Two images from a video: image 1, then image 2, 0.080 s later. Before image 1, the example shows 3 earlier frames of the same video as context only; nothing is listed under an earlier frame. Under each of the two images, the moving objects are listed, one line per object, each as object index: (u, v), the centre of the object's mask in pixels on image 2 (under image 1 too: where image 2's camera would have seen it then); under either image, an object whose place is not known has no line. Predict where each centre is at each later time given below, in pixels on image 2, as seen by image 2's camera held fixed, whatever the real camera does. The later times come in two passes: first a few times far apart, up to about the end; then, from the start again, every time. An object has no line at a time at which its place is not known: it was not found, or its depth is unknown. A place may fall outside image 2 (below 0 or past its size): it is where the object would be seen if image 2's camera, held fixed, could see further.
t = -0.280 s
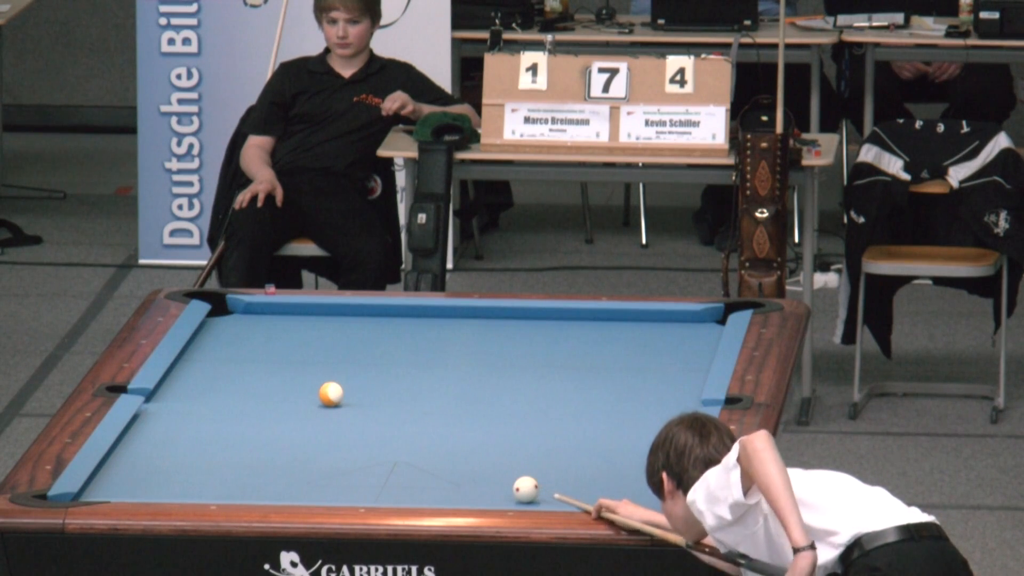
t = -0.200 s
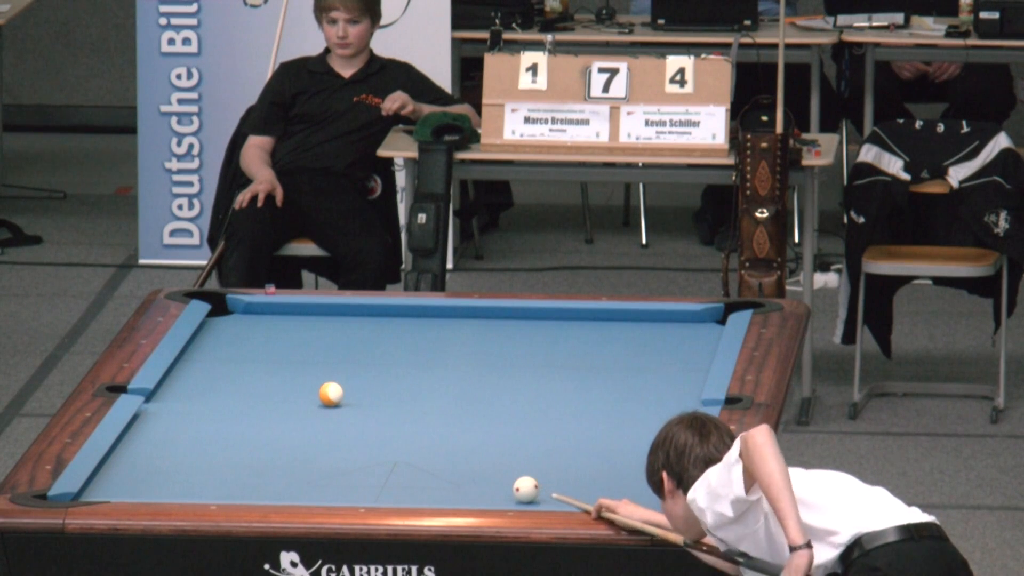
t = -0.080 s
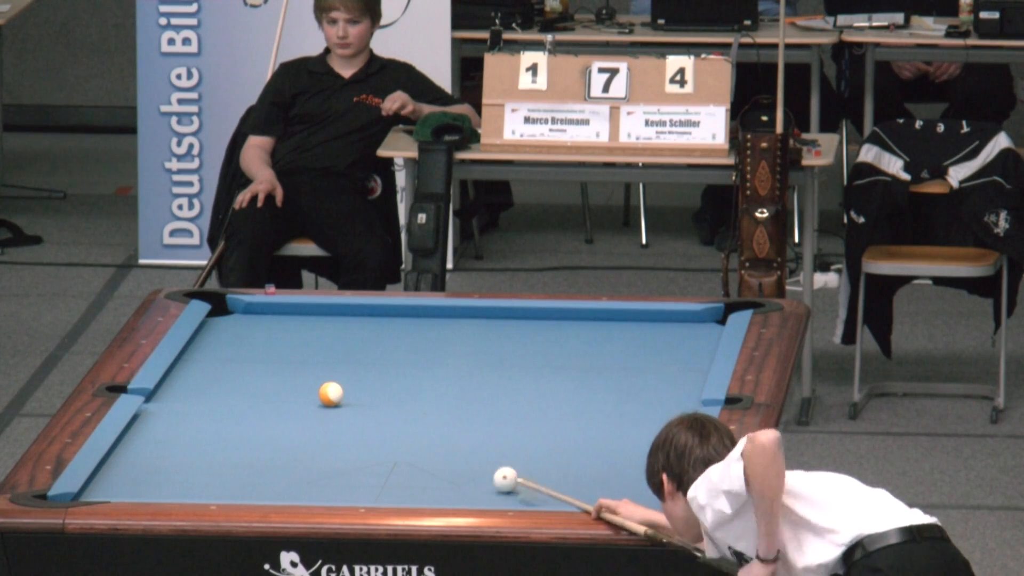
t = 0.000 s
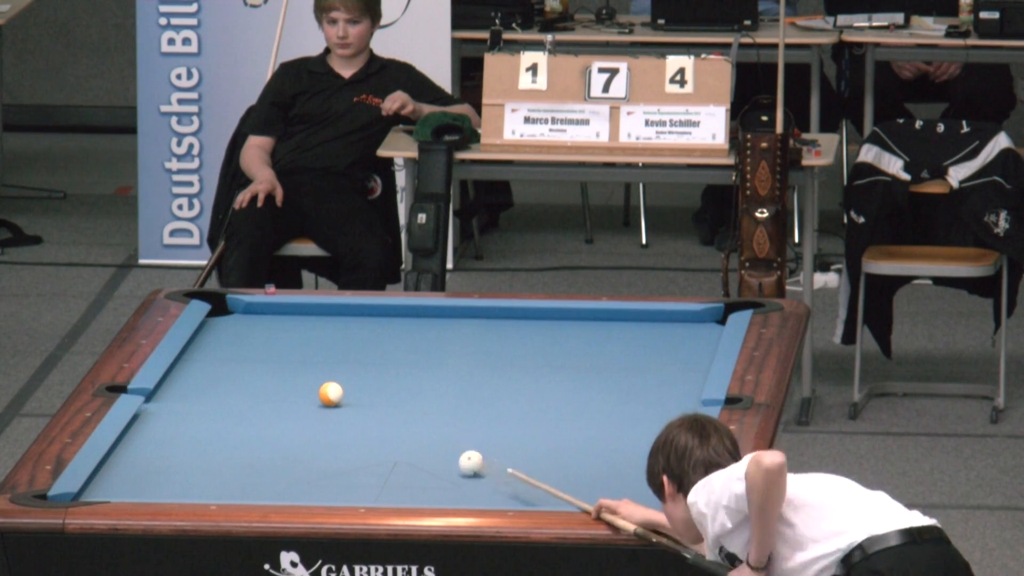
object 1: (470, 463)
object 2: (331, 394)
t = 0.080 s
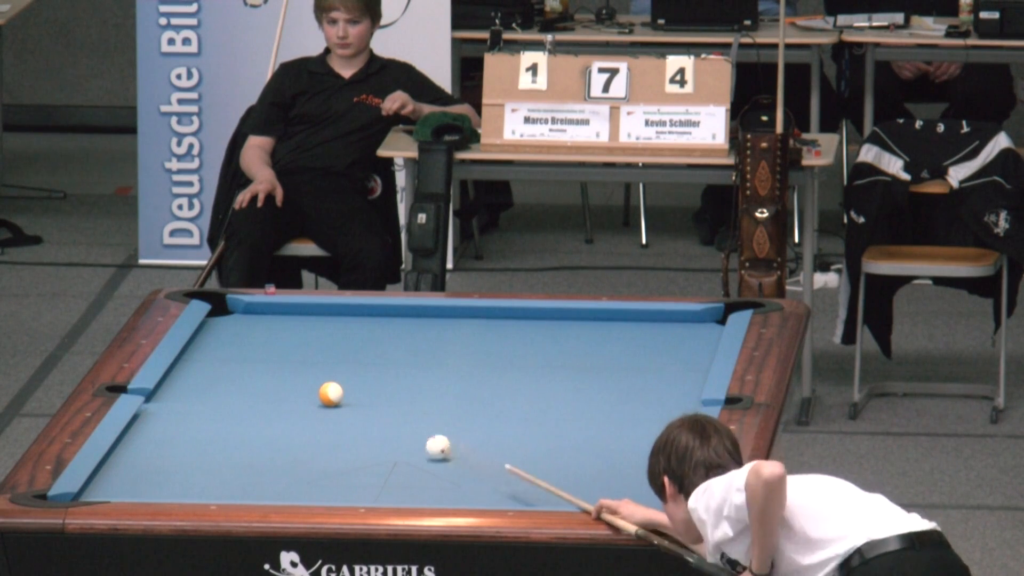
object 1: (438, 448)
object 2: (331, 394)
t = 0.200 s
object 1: (390, 424)
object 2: (331, 394)
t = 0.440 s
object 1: (319, 397)
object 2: (310, 377)
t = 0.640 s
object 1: (281, 391)
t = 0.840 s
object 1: (242, 383)
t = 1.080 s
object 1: (198, 373)
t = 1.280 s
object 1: (192, 367)
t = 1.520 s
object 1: (218, 362)
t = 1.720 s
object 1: (239, 358)
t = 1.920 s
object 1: (259, 354)
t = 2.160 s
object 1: (281, 351)
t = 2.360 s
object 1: (298, 347)
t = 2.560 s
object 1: (314, 345)
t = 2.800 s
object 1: (331, 341)
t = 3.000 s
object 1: (345, 339)
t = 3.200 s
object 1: (357, 336)
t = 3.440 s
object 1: (371, 334)
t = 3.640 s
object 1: (381, 332)
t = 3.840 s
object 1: (390, 330)
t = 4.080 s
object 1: (400, 329)
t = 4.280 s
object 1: (407, 327)
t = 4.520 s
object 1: (413, 326)
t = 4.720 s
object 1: (418, 325)
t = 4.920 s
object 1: (422, 324)
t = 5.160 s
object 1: (425, 324)
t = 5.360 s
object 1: (426, 324)
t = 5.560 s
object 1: (426, 324)
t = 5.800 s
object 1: (426, 324)
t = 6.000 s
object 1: (426, 324)
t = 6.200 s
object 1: (426, 324)
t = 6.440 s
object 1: (426, 324)
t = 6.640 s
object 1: (426, 324)
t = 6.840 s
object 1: (426, 324)
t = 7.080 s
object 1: (426, 324)
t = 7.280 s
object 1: (426, 324)
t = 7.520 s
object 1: (426, 324)
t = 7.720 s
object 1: (426, 324)
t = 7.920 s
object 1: (426, 324)
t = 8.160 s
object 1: (426, 324)
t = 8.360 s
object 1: (426, 324)
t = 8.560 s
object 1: (426, 324)
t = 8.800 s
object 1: (426, 324)
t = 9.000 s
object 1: (426, 324)
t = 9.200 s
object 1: (426, 324)
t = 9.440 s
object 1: (426, 324)
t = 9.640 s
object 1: (426, 324)
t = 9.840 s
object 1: (426, 324)
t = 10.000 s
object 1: (426, 324)
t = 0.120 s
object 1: (423, 440)
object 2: (331, 394)
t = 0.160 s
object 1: (406, 432)
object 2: (331, 394)
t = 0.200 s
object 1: (390, 424)
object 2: (331, 394)
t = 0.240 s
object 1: (374, 417)
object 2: (331, 394)
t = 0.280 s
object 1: (359, 410)
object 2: (331, 394)
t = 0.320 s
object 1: (344, 403)
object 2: (328, 393)
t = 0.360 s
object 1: (333, 399)
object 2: (323, 386)
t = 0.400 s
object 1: (326, 398)
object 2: (317, 382)
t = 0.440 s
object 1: (319, 397)
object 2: (310, 377)
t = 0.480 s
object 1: (312, 397)
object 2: (303, 372)
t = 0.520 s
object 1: (305, 396)
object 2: (296, 366)
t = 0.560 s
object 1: (297, 394)
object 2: (289, 361)
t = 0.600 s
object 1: (289, 392)
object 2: (283, 355)
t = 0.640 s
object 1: (281, 391)
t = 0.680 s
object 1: (273, 389)
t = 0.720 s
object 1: (265, 387)
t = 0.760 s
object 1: (258, 386)
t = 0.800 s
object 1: (250, 384)
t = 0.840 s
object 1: (242, 383)
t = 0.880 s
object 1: (235, 381)
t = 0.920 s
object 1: (227, 379)
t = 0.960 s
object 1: (220, 378)
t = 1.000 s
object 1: (213, 376)
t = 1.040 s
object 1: (205, 374)
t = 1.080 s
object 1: (198, 373)
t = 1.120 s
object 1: (191, 372)
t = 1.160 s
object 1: (183, 370)
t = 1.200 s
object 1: (182, 369)
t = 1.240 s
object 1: (187, 368)
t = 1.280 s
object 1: (192, 367)
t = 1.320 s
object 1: (197, 366)
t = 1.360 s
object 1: (201, 365)
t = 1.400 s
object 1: (205, 365)
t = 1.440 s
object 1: (210, 364)
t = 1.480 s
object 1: (214, 363)
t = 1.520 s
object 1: (218, 362)
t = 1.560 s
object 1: (223, 361)
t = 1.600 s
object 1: (227, 361)
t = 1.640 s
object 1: (231, 360)
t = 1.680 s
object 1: (236, 359)
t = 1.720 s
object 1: (239, 358)
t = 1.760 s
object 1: (244, 357)
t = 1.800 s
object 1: (248, 357)
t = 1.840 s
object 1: (252, 356)
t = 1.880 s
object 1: (256, 355)
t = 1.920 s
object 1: (259, 354)
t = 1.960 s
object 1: (263, 354)
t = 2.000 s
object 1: (267, 353)
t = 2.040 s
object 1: (270, 352)
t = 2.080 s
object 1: (274, 352)
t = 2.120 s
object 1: (278, 351)
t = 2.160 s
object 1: (281, 351)
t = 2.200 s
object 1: (284, 350)
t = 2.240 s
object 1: (288, 349)
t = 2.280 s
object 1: (291, 348)
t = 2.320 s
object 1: (295, 348)
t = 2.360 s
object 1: (298, 347)
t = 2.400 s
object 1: (301, 347)
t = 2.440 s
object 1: (305, 346)
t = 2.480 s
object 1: (308, 346)
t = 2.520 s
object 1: (311, 345)
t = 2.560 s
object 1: (314, 345)
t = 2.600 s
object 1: (317, 344)
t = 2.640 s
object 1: (320, 343)
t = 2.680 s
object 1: (323, 343)
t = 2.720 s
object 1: (326, 342)
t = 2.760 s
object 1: (329, 342)
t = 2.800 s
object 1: (331, 341)
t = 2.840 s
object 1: (334, 341)
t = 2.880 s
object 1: (337, 340)
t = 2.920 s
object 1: (340, 340)
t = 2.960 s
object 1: (342, 339)
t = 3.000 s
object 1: (345, 339)
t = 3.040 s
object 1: (347, 338)
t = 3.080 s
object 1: (350, 338)
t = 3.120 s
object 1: (352, 338)
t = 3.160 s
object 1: (355, 337)
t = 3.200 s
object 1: (357, 336)
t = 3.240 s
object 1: (360, 336)
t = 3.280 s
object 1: (362, 335)
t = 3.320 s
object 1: (364, 335)
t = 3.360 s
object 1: (367, 335)
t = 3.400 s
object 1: (369, 334)
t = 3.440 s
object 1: (371, 334)
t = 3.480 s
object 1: (373, 334)
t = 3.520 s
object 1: (375, 333)
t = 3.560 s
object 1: (377, 333)
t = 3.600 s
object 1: (379, 333)
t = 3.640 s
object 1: (381, 332)
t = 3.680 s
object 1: (383, 332)
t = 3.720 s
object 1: (385, 332)
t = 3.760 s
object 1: (387, 331)
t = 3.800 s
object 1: (389, 331)
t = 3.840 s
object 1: (390, 330)
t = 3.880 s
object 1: (392, 330)
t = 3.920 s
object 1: (394, 330)
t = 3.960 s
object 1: (395, 330)
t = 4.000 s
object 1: (397, 329)
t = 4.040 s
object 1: (398, 329)
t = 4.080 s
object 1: (400, 329)
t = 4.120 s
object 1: (401, 329)
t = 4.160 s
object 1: (403, 329)
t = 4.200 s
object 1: (404, 328)
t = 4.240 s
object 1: (405, 328)
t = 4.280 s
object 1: (407, 327)
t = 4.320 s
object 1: (408, 327)
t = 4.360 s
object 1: (409, 327)
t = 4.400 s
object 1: (410, 327)
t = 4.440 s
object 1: (411, 326)
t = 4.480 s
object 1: (412, 326)
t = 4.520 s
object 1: (413, 326)
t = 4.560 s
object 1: (414, 326)
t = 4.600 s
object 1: (415, 326)
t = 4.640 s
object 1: (416, 326)
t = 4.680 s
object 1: (417, 325)
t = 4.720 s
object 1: (418, 325)
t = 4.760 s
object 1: (419, 325)
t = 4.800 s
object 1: (419, 325)
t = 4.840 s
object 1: (420, 325)
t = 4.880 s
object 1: (421, 325)
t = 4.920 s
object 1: (422, 324)
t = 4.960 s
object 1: (422, 324)
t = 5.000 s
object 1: (423, 324)
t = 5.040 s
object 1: (424, 324)
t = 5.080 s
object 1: (424, 324)
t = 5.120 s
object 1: (425, 324)
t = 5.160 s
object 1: (425, 324)
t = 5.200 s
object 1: (425, 324)
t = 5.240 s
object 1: (426, 324)
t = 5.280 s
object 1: (426, 324)
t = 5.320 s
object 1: (426, 324)
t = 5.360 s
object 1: (426, 324)
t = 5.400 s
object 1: (426, 324)
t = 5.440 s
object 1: (426, 324)
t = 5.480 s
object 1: (426, 324)
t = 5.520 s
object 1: (426, 324)
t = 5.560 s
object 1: (426, 324)
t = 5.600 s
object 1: (426, 324)
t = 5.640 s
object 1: (426, 324)
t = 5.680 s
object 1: (426, 324)
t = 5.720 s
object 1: (426, 324)
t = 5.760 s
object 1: (426, 324)
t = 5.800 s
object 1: (426, 324)
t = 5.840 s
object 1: (426, 324)
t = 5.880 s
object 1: (426, 324)
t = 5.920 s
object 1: (426, 324)
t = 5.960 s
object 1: (426, 324)
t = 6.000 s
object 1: (426, 324)
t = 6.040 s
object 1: (426, 324)
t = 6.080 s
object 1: (426, 324)
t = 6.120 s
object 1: (426, 324)
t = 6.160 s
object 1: (426, 324)
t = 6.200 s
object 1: (426, 324)
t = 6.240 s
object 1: (426, 324)
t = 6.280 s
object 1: (426, 324)
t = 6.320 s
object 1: (426, 324)
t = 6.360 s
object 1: (426, 324)
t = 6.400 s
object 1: (426, 324)
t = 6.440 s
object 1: (426, 324)
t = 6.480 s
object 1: (426, 324)
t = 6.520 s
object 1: (426, 324)
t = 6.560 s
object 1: (426, 324)
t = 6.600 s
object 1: (426, 324)
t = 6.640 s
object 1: (426, 324)
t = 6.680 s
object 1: (426, 324)
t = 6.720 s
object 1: (426, 324)
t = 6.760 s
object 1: (426, 323)
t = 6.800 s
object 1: (426, 324)
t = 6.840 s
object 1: (426, 324)
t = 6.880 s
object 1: (426, 324)
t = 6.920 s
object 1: (426, 324)
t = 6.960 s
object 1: (426, 324)
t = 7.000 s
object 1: (426, 324)
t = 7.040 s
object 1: (426, 324)
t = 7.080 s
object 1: (426, 324)
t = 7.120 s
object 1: (426, 324)
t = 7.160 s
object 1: (426, 324)
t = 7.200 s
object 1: (426, 324)
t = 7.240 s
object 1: (426, 324)
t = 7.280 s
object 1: (426, 324)
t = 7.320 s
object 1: (426, 324)
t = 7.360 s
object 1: (426, 324)
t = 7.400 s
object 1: (426, 324)
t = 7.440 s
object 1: (426, 324)
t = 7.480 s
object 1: (426, 324)
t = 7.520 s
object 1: (426, 324)
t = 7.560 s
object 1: (426, 324)
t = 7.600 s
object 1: (426, 324)
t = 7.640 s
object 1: (426, 324)
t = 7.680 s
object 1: (426, 324)
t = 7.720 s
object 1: (426, 324)
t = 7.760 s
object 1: (426, 324)
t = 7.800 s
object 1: (426, 324)
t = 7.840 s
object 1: (426, 324)
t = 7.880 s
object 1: (426, 324)
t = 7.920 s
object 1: (426, 324)
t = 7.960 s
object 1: (426, 324)
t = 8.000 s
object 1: (426, 324)
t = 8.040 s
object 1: (426, 324)
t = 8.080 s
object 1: (426, 324)
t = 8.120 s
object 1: (426, 324)
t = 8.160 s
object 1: (426, 324)
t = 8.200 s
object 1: (426, 323)
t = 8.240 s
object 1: (426, 324)
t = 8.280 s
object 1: (426, 324)
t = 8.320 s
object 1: (426, 324)
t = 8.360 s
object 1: (426, 324)
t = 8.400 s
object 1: (426, 324)
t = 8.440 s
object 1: (426, 324)
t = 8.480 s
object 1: (426, 324)
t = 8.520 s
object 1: (426, 324)
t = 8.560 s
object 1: (426, 324)
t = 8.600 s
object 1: (426, 324)
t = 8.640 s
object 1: (426, 324)
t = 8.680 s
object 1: (426, 324)
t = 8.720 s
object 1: (426, 324)
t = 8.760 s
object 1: (426, 324)
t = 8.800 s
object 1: (426, 324)
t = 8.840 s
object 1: (426, 324)
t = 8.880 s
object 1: (426, 324)
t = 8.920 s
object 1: (426, 324)
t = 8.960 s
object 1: (426, 324)
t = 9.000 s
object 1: (426, 324)
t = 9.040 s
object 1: (426, 324)
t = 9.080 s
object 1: (426, 324)
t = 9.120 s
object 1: (426, 324)
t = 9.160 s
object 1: (426, 324)
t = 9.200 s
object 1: (426, 324)
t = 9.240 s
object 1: (426, 324)
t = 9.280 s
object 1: (426, 324)
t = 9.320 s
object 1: (426, 324)
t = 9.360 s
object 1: (426, 324)
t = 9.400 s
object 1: (426, 324)
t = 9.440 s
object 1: (426, 324)
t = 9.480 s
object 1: (426, 324)
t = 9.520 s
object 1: (426, 324)
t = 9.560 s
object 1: (426, 324)
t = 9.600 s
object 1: (426, 324)
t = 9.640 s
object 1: (426, 324)
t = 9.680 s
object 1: (426, 324)
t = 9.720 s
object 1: (426, 324)
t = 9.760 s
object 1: (426, 324)
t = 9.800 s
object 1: (426, 324)
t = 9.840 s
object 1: (426, 324)
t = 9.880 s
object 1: (426, 324)
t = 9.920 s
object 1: (426, 324)
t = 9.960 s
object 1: (426, 324)
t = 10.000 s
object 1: (426, 324)
